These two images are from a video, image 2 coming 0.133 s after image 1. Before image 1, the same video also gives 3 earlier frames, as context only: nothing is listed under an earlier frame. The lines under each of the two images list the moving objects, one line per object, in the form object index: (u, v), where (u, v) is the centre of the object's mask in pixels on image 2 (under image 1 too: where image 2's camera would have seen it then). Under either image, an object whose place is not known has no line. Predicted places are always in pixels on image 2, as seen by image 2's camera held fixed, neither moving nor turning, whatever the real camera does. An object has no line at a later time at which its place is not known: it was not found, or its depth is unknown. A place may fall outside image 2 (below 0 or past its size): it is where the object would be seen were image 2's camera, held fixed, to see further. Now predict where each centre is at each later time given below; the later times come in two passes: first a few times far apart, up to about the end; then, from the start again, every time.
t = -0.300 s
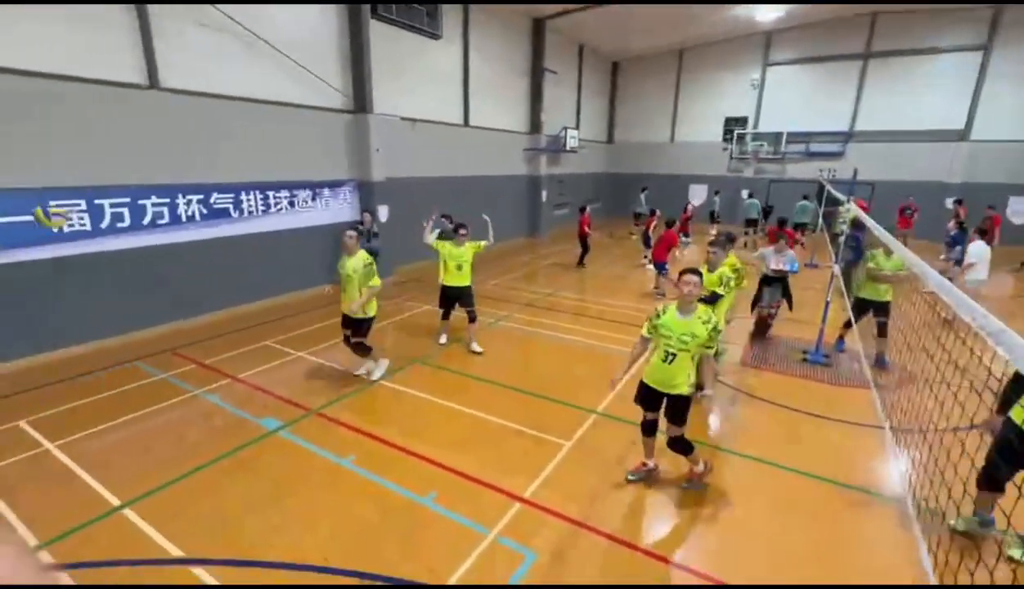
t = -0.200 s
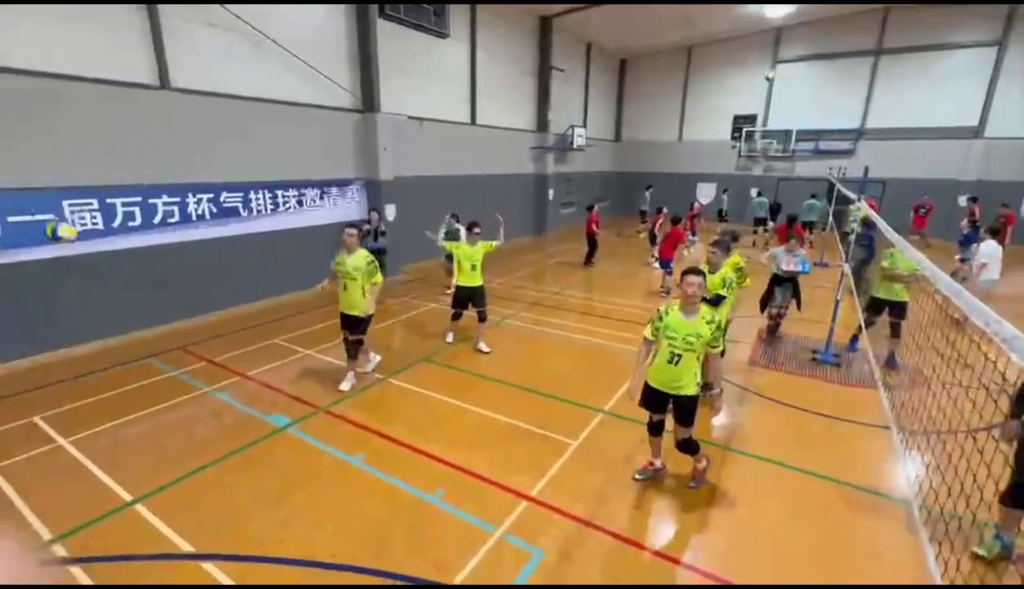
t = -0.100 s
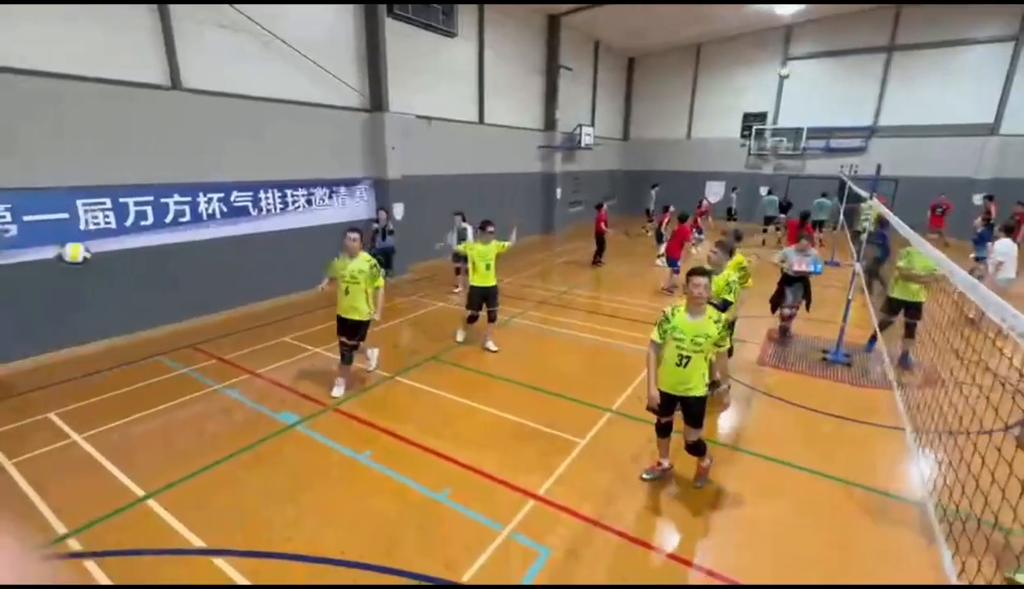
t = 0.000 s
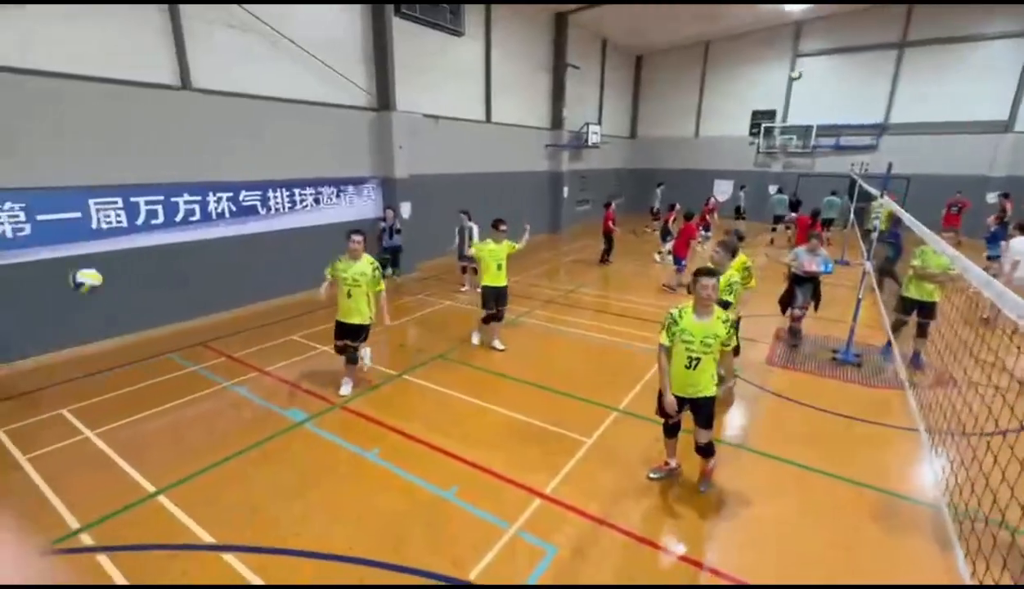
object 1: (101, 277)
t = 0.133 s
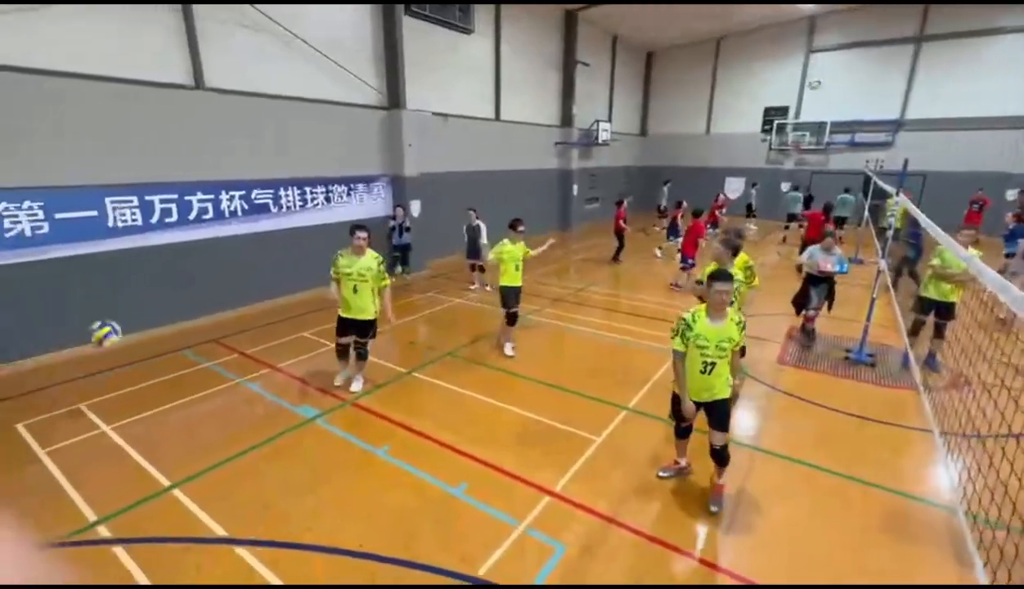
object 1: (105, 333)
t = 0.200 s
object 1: (108, 367)
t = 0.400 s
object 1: (89, 391)
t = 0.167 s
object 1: (106, 350)
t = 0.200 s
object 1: (108, 367)
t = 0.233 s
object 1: (110, 386)
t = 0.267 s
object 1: (113, 403)
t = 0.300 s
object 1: (114, 424)
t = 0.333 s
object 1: (105, 413)
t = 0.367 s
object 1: (97, 401)
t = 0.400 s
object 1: (89, 391)
